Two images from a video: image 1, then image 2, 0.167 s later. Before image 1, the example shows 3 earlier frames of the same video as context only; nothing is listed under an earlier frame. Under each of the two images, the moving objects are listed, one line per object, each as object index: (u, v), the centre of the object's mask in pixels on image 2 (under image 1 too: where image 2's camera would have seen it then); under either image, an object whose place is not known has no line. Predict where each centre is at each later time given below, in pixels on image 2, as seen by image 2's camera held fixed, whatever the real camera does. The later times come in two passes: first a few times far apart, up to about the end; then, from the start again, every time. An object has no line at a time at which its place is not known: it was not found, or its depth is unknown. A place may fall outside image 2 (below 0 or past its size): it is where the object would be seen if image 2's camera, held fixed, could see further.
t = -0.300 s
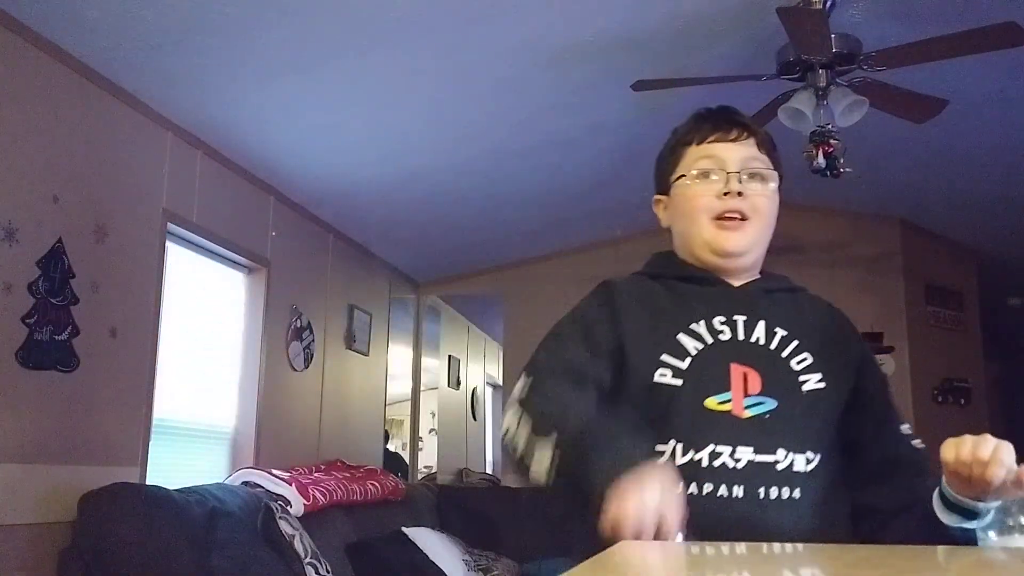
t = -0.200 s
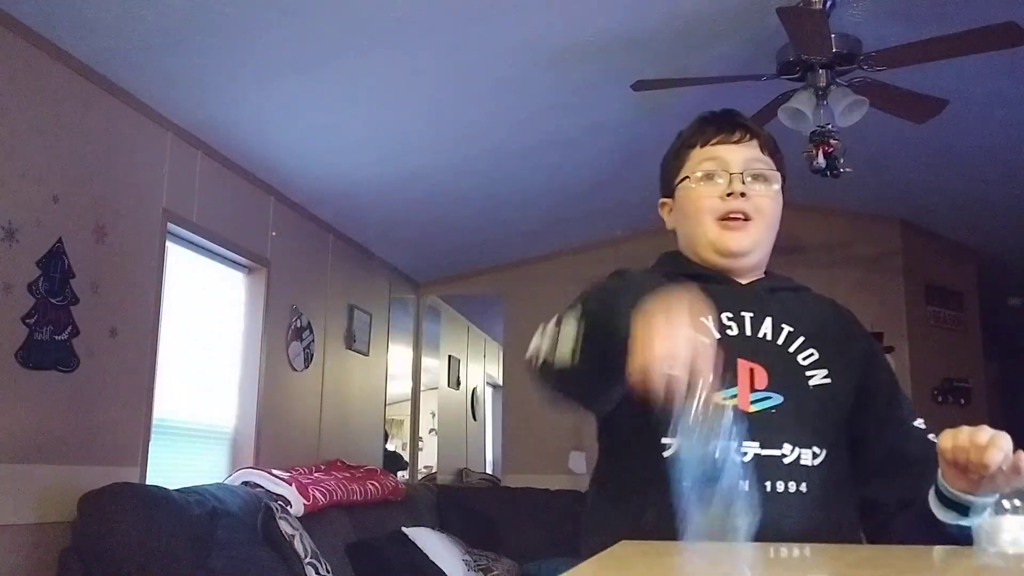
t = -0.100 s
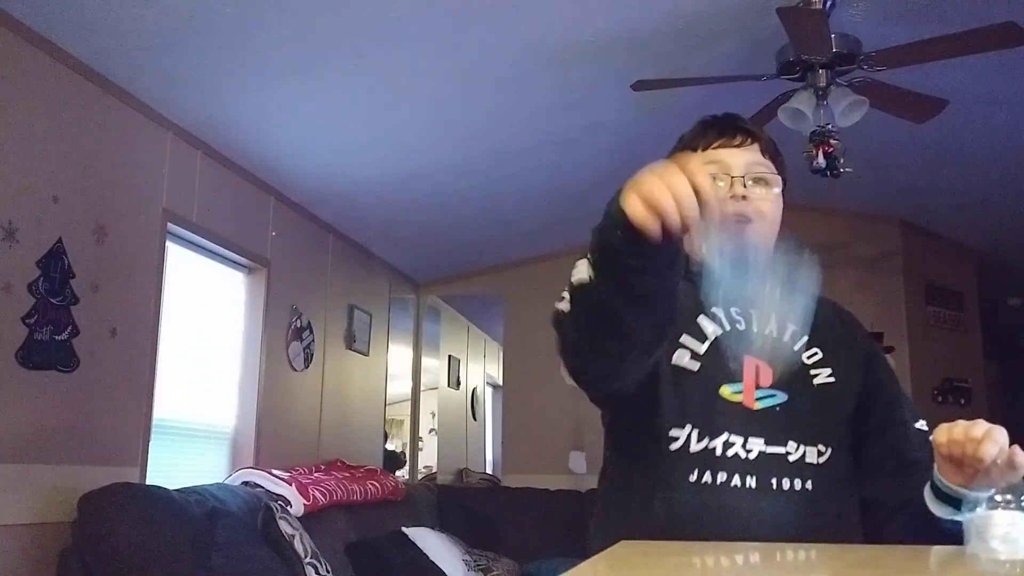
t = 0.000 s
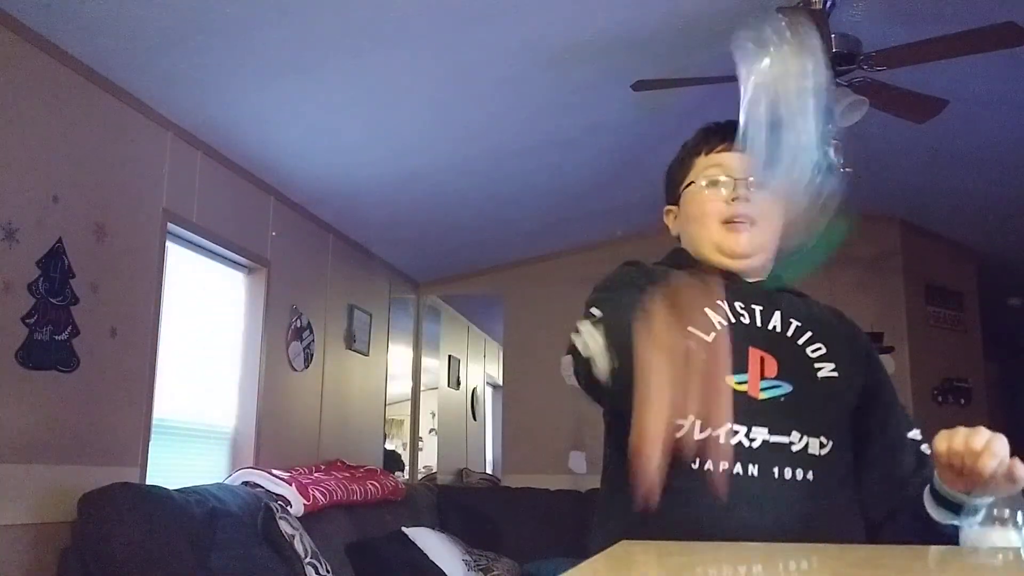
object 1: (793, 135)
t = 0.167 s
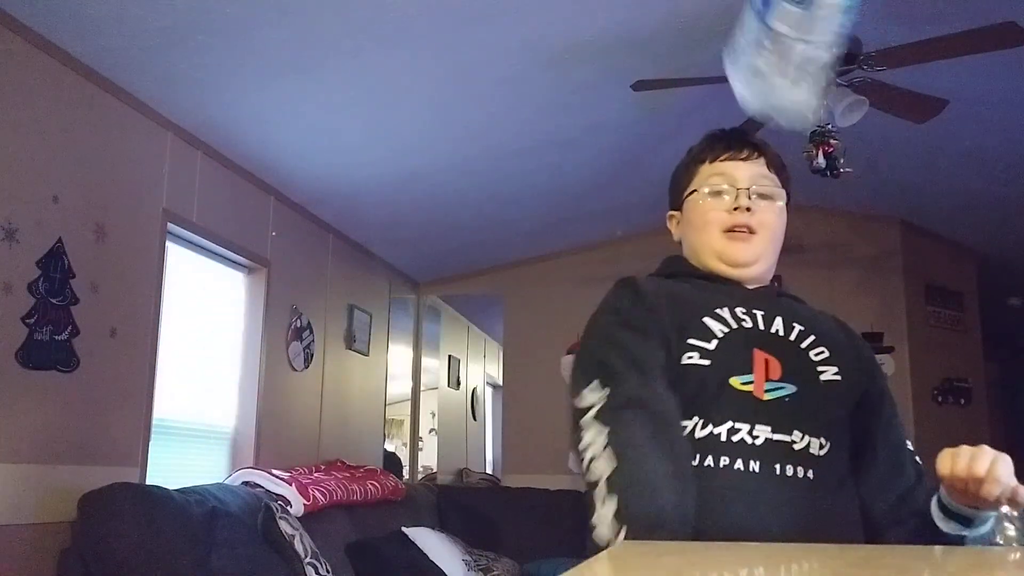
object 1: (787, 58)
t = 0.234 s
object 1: (828, 117)
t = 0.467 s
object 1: (868, 501)
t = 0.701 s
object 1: (802, 500)
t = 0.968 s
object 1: (608, 499)
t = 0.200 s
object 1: (807, 81)
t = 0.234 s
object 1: (828, 117)
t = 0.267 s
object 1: (847, 169)
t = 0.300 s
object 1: (869, 270)
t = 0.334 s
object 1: (879, 383)
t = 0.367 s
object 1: (878, 466)
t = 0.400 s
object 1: (873, 498)
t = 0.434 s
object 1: (868, 502)
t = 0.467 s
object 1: (868, 501)
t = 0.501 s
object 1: (869, 501)
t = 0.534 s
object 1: (872, 501)
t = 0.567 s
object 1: (870, 500)
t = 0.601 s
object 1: (860, 500)
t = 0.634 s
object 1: (847, 500)
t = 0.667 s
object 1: (825, 499)
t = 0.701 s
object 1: (802, 500)
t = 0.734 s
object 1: (781, 499)
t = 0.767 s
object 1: (751, 499)
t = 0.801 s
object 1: (726, 500)
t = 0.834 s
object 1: (703, 499)
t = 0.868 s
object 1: (685, 499)
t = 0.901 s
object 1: (660, 499)
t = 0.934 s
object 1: (638, 499)
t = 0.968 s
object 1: (608, 499)
